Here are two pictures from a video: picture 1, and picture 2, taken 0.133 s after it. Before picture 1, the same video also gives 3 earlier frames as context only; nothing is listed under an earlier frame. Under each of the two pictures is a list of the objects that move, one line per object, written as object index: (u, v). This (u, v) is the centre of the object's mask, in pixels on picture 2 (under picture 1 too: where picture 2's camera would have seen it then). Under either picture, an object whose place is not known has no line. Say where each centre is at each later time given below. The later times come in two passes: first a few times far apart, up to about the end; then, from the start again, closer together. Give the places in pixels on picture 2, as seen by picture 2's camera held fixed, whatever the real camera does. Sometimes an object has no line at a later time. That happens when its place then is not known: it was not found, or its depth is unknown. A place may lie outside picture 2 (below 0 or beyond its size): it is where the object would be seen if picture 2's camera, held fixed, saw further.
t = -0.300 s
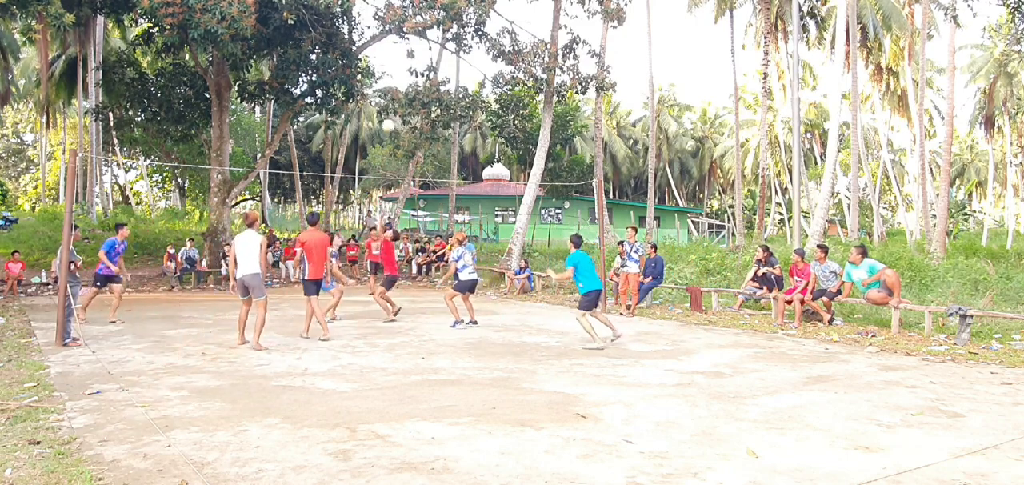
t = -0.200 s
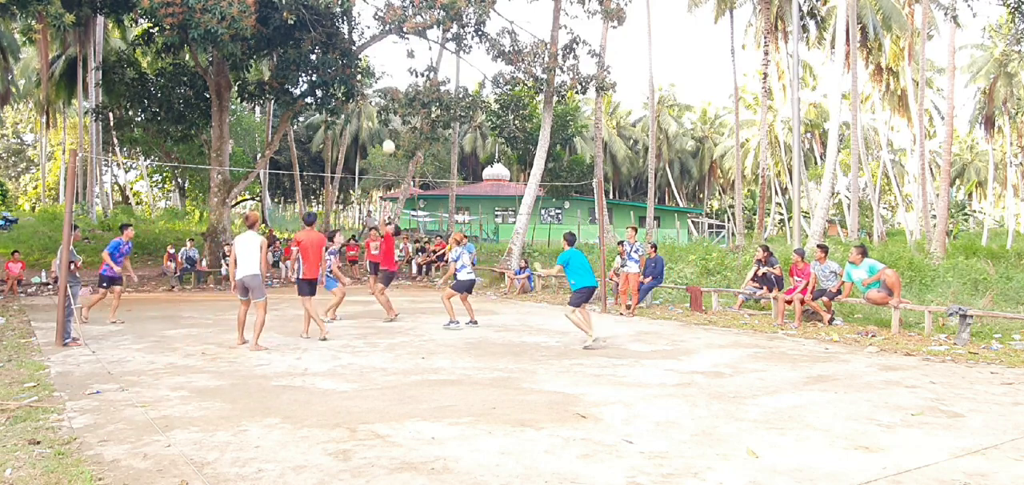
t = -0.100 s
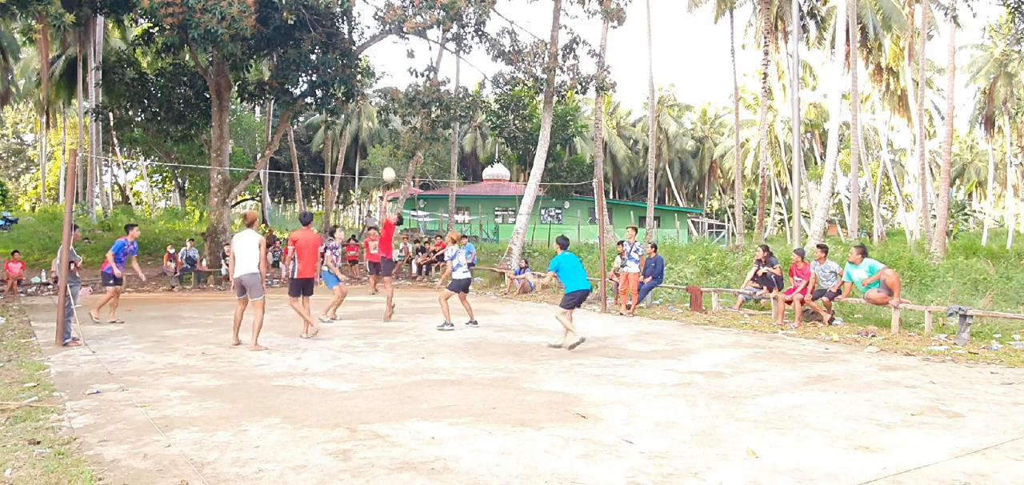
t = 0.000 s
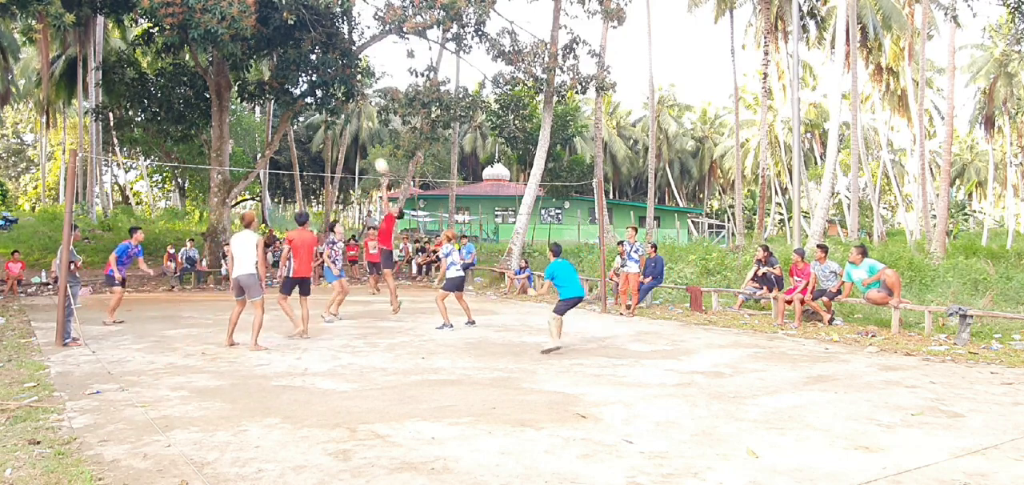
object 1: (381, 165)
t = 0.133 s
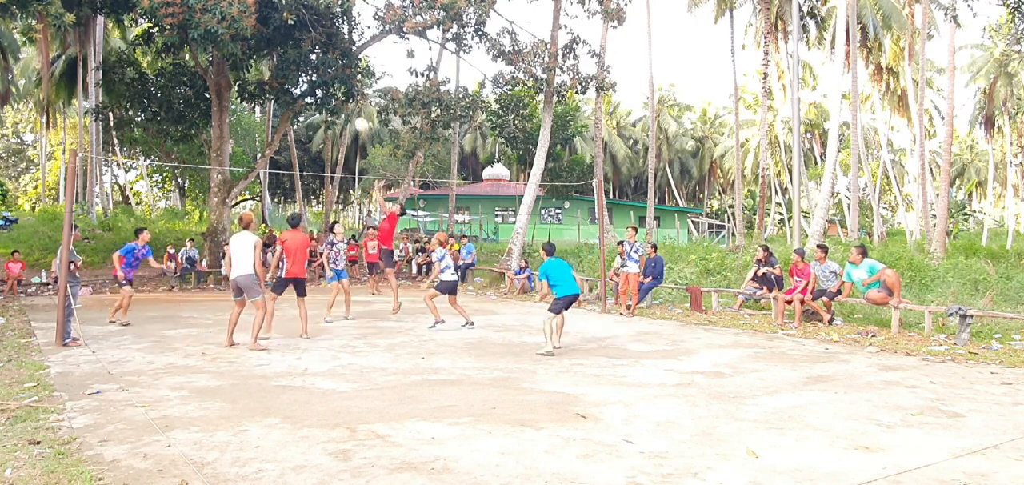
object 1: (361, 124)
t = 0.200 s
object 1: (351, 108)
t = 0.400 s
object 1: (320, 74)
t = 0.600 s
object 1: (287, 64)
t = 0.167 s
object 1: (356, 116)
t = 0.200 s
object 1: (351, 108)
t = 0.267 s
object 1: (341, 94)
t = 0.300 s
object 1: (336, 88)
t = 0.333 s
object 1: (330, 83)
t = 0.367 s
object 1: (325, 78)
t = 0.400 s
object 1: (320, 74)
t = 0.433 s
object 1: (314, 70)
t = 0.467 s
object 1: (309, 67)
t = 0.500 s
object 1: (304, 65)
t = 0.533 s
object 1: (299, 64)
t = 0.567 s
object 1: (293, 63)
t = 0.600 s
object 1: (287, 64)
